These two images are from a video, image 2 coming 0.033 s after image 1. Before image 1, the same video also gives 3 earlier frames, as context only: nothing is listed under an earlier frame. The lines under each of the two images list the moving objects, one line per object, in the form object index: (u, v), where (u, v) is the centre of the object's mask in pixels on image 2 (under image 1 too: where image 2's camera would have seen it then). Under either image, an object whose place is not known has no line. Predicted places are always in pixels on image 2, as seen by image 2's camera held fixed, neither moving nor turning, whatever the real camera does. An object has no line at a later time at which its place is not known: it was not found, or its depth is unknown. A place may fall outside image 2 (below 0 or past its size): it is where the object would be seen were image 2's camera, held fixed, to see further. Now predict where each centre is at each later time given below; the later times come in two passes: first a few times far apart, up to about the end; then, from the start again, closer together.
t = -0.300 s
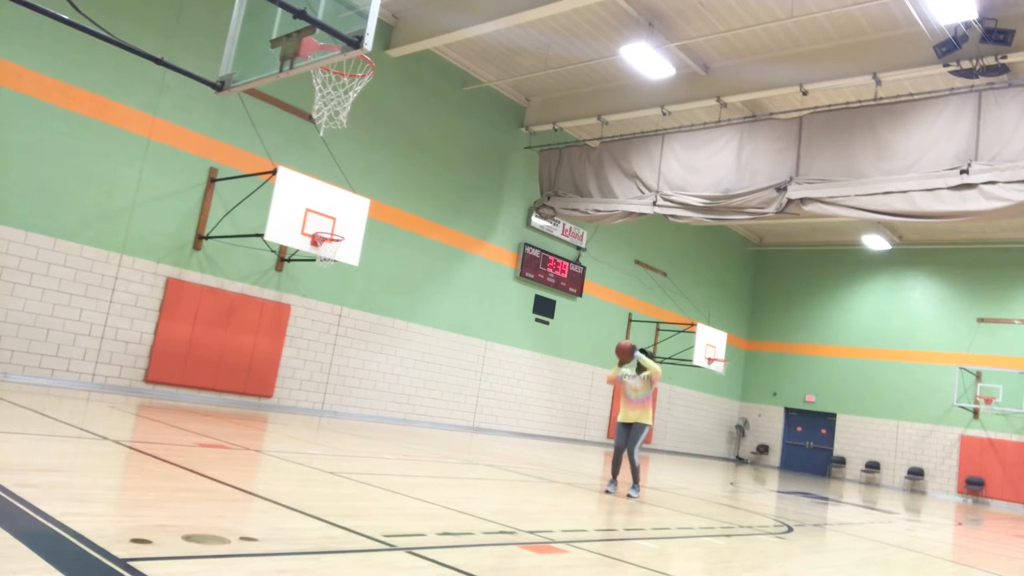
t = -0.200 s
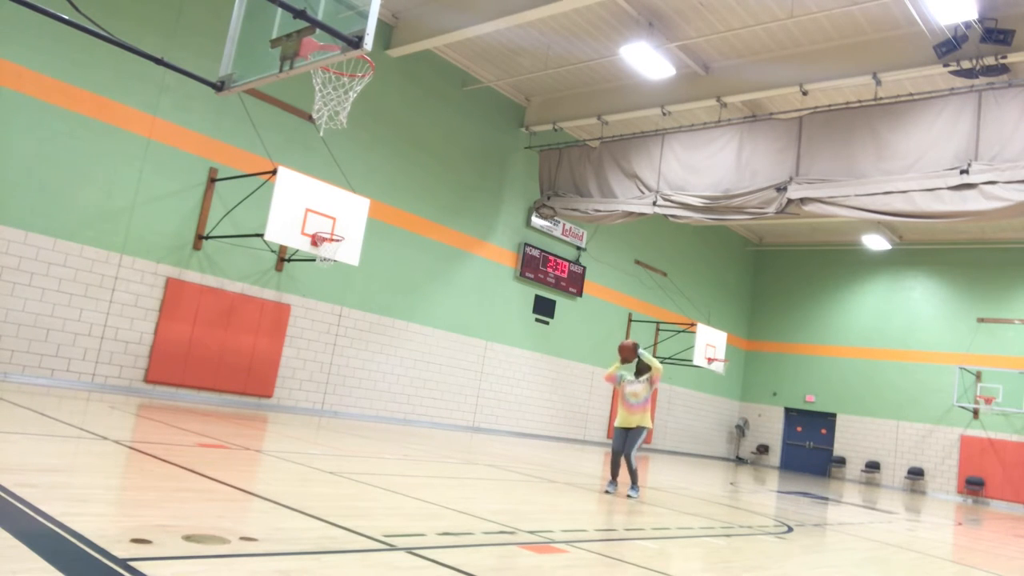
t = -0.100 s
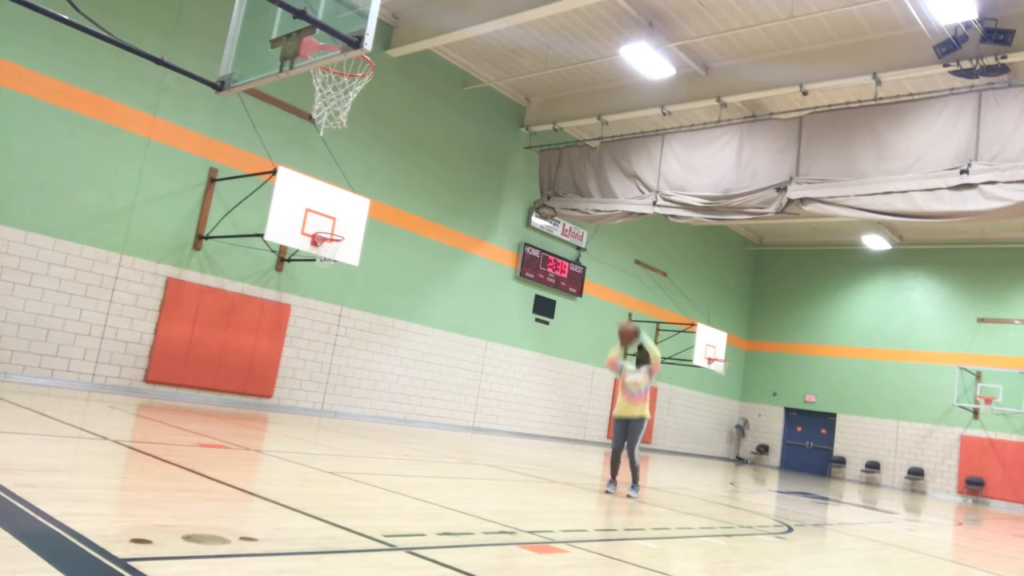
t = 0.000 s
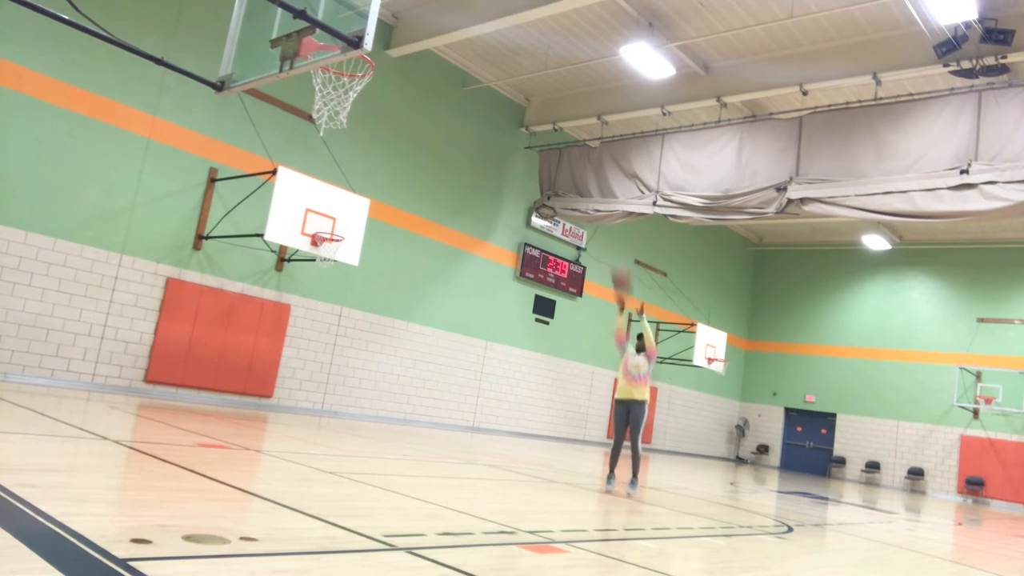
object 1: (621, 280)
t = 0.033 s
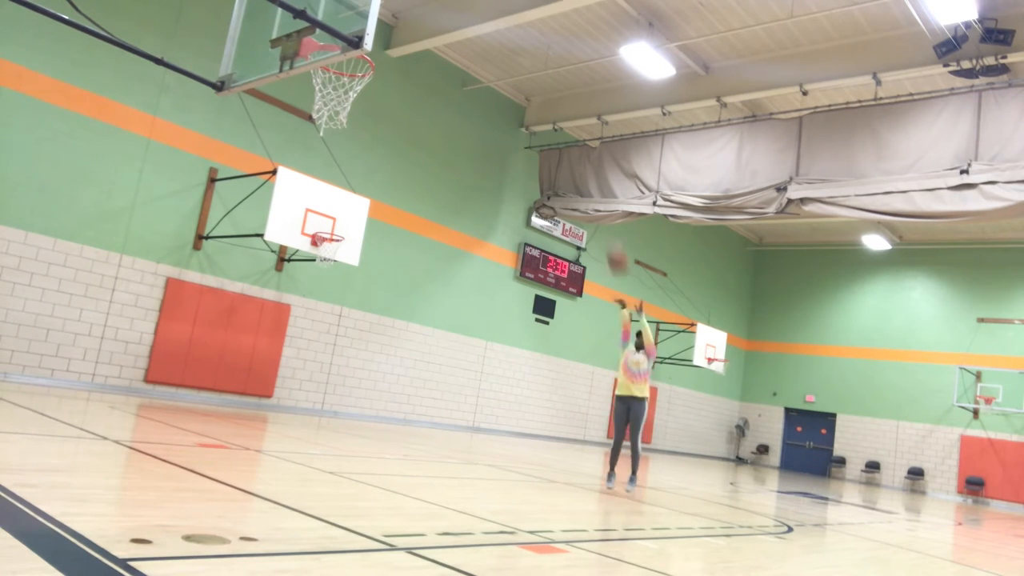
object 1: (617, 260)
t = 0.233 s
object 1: (587, 150)
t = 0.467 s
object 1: (541, 63)
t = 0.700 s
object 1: (480, 17)
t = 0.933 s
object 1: (400, 27)
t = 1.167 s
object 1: (304, 94)
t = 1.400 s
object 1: (238, 196)
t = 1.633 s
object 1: (147, 389)
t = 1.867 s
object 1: (154, 327)
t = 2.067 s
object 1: (186, 236)
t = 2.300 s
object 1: (202, 213)
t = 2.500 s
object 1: (202, 252)
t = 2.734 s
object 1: (186, 364)
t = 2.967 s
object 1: (188, 394)
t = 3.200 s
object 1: (212, 320)
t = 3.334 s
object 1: (217, 315)
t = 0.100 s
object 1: (608, 223)
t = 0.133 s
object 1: (604, 204)
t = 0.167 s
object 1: (597, 182)
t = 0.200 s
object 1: (592, 164)
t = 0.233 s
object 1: (587, 150)
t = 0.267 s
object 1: (581, 136)
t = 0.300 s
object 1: (575, 121)
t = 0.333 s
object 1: (569, 108)
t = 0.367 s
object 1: (562, 94)
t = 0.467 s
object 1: (541, 63)
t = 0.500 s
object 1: (533, 53)
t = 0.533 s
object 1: (526, 45)
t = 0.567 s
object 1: (517, 39)
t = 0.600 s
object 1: (508, 31)
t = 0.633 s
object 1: (498, 25)
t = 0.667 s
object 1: (490, 21)
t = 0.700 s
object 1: (480, 17)
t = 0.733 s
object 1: (470, 15)
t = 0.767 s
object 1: (460, 14)
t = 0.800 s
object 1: (449, 14)
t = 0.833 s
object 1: (438, 16)
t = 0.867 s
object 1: (425, 18)
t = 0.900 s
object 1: (412, 22)
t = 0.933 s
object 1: (400, 27)
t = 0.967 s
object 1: (389, 34)
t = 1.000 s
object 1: (379, 43)
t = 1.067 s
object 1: (337, 71)
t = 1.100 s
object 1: (321, 80)
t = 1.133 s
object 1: (311, 86)
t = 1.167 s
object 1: (304, 94)
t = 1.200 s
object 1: (296, 105)
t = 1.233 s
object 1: (287, 116)
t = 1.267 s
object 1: (279, 128)
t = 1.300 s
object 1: (270, 142)
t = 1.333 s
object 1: (260, 157)
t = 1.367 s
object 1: (250, 174)
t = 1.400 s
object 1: (238, 196)
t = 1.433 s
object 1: (228, 215)
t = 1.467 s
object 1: (215, 241)
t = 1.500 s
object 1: (206, 264)
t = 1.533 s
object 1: (191, 291)
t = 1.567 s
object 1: (177, 318)
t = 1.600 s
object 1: (164, 351)
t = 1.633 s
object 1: (147, 389)
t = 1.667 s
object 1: (134, 420)
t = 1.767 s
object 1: (134, 401)
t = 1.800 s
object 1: (140, 376)
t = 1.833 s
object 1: (147, 349)
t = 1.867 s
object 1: (154, 327)
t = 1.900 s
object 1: (160, 307)
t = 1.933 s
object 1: (167, 288)
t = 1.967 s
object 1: (173, 272)
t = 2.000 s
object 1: (178, 258)
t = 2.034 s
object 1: (182, 247)
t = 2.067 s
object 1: (186, 236)
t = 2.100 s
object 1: (189, 227)
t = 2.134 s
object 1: (193, 221)
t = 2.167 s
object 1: (195, 217)
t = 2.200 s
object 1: (197, 214)
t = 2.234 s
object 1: (199, 212)
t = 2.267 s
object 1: (201, 212)
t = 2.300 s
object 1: (202, 213)
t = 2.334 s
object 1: (203, 216)
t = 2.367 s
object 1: (203, 220)
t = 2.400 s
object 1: (203, 225)
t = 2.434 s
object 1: (203, 233)
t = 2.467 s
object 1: (203, 242)
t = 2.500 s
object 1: (202, 252)
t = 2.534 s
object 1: (201, 264)
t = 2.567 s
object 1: (199, 277)
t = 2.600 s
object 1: (197, 293)
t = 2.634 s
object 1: (195, 307)
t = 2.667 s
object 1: (192, 326)
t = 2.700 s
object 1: (189, 344)
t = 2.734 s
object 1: (186, 364)
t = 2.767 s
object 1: (182, 388)
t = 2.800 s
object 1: (179, 409)
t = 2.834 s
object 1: (176, 433)
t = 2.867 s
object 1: (173, 451)
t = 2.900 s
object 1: (179, 429)
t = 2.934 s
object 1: (184, 409)
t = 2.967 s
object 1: (188, 394)
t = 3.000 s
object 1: (193, 377)
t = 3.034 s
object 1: (197, 363)
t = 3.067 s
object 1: (201, 351)
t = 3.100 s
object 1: (204, 341)
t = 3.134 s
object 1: (207, 332)
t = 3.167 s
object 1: (210, 326)
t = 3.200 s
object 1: (212, 320)
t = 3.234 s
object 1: (214, 317)
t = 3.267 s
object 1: (215, 315)
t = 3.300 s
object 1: (216, 314)
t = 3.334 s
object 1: (217, 315)
